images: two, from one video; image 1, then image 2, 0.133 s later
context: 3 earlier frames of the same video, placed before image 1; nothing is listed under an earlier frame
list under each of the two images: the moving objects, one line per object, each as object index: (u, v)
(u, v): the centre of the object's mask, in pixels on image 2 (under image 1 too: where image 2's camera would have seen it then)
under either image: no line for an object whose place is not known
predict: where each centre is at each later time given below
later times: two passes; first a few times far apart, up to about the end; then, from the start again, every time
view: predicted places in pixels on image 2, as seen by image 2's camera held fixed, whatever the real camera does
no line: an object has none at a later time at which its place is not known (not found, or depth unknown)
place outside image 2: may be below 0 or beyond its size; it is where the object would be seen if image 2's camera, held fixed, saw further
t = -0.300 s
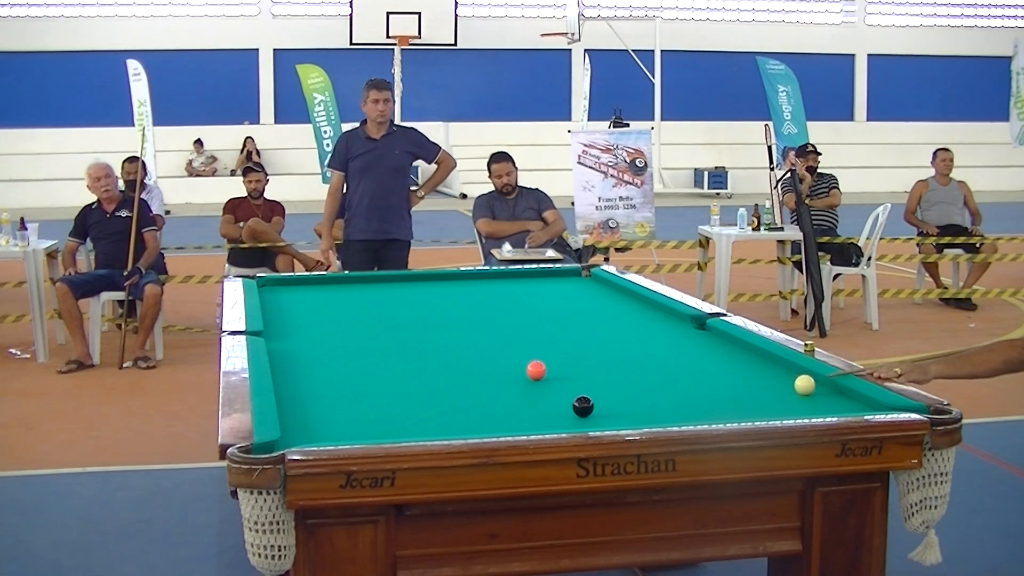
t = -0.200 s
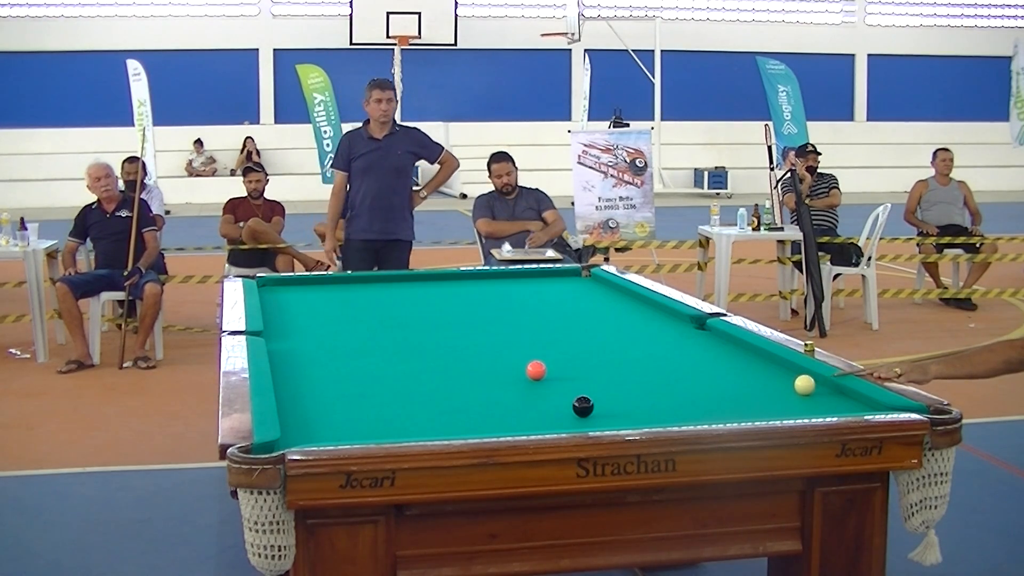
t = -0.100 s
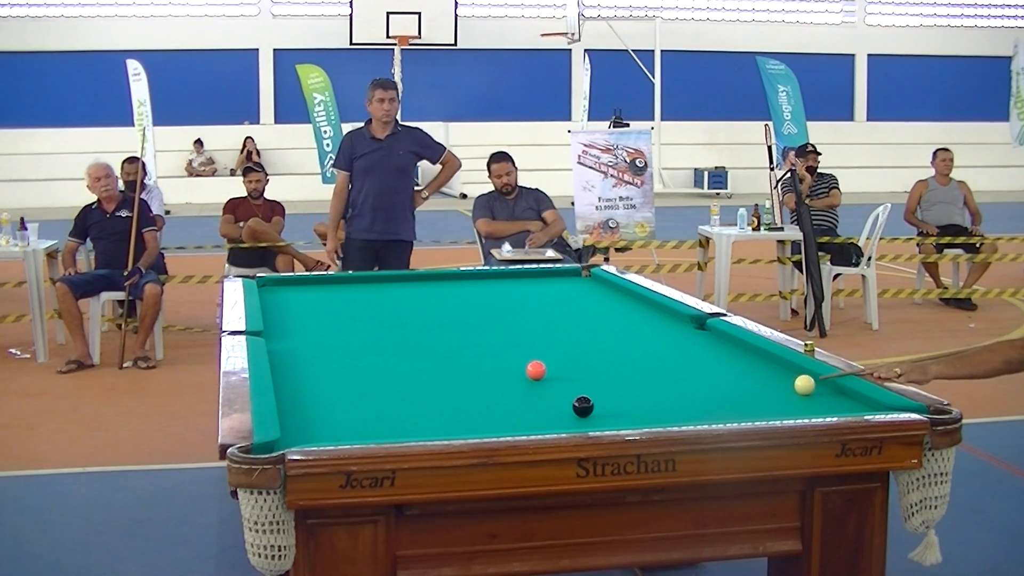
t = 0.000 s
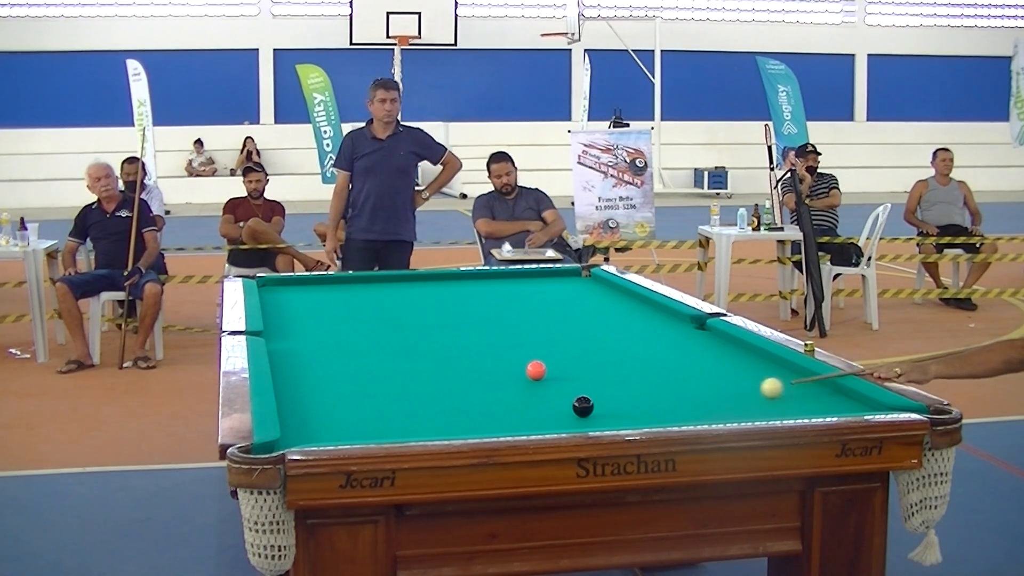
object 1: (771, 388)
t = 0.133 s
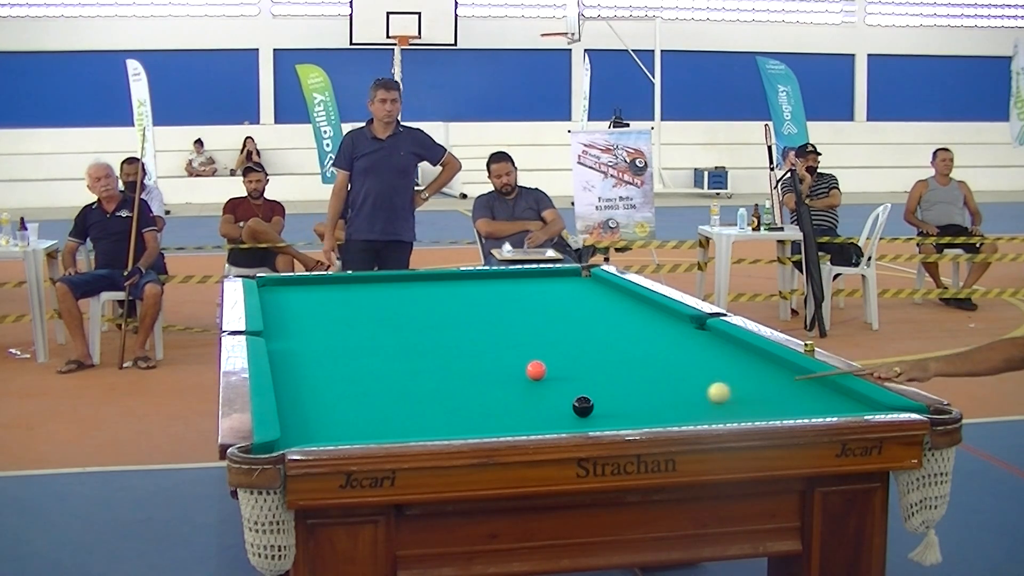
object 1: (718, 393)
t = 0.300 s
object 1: (650, 399)
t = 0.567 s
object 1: (583, 402)
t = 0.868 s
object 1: (542, 401)
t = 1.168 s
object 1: (506, 400)
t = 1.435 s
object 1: (478, 399)
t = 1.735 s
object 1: (450, 398)
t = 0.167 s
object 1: (705, 394)
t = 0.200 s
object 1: (691, 395)
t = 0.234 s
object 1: (677, 396)
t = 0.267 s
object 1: (664, 398)
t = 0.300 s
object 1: (650, 399)
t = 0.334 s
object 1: (636, 400)
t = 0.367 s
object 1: (623, 401)
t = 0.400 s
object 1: (609, 403)
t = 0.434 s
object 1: (599, 403)
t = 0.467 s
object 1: (596, 403)
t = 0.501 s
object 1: (593, 403)
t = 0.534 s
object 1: (588, 402)
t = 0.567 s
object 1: (583, 402)
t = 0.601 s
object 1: (578, 402)
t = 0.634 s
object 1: (574, 402)
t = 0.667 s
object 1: (569, 402)
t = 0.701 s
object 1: (564, 402)
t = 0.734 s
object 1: (560, 402)
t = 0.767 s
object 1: (555, 401)
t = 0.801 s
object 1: (551, 401)
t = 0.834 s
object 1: (546, 401)
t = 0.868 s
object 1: (542, 401)
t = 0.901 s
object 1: (538, 401)
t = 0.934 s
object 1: (534, 401)
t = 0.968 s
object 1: (530, 401)
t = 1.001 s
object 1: (525, 401)
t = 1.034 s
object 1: (521, 400)
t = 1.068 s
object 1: (518, 400)
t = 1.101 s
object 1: (514, 400)
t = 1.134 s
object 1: (510, 400)
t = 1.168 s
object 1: (506, 400)
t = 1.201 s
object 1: (502, 400)
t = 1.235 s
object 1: (499, 400)
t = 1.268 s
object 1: (495, 400)
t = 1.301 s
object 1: (492, 399)
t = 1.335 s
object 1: (488, 399)
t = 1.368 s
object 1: (485, 399)
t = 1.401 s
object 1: (481, 399)
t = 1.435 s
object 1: (478, 399)
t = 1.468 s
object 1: (475, 399)
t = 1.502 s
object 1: (472, 399)
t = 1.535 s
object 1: (468, 399)
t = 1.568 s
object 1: (465, 399)
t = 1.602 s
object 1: (462, 399)
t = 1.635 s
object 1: (459, 399)
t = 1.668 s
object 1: (456, 398)
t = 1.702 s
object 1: (453, 398)
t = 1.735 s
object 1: (450, 398)
